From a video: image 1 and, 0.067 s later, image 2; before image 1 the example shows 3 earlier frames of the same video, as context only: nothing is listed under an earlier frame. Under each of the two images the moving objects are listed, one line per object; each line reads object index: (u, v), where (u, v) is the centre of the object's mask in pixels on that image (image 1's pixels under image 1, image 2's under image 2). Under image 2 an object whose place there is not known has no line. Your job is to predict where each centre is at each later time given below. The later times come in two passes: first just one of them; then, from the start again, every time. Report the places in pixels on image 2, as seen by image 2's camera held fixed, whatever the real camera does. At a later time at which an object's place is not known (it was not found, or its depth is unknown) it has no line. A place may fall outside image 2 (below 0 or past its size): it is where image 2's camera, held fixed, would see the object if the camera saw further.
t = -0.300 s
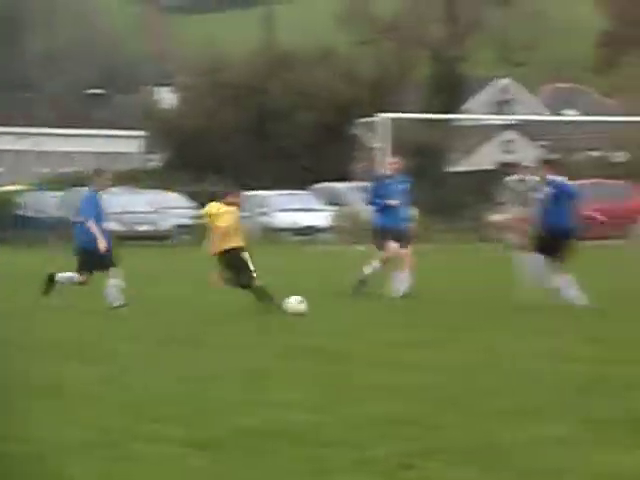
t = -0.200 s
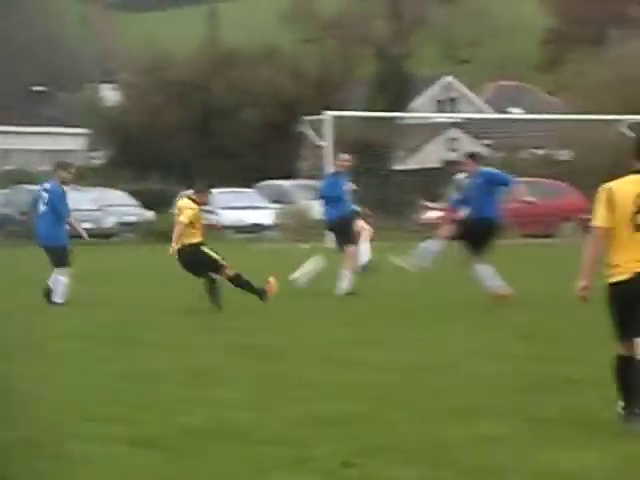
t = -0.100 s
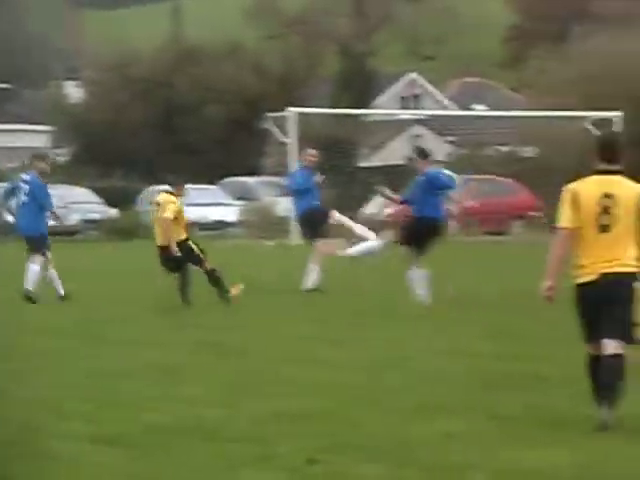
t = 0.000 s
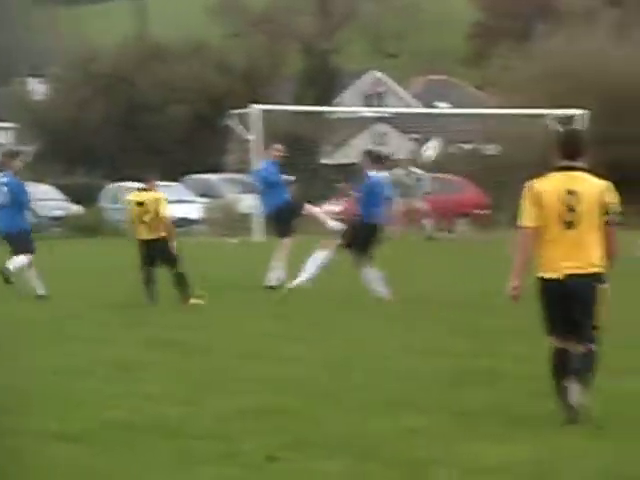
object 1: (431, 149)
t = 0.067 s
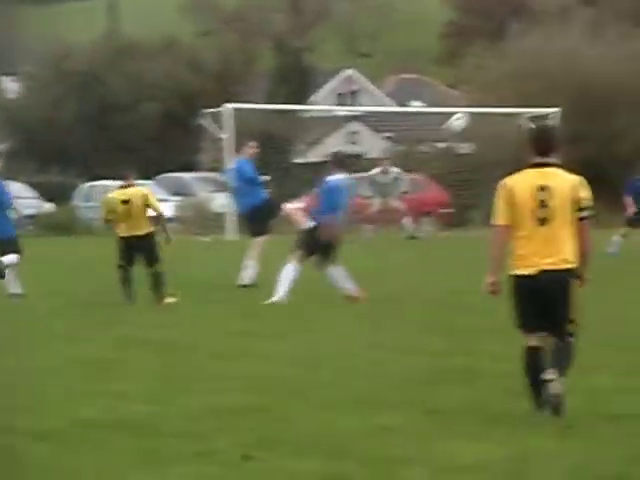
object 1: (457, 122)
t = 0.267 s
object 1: (595, 65)
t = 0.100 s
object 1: (482, 110)
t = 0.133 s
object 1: (507, 99)
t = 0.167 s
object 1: (530, 89)
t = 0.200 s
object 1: (552, 80)
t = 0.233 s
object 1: (573, 73)
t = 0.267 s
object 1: (595, 65)
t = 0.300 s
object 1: (614, 59)
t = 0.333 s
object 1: (632, 54)
